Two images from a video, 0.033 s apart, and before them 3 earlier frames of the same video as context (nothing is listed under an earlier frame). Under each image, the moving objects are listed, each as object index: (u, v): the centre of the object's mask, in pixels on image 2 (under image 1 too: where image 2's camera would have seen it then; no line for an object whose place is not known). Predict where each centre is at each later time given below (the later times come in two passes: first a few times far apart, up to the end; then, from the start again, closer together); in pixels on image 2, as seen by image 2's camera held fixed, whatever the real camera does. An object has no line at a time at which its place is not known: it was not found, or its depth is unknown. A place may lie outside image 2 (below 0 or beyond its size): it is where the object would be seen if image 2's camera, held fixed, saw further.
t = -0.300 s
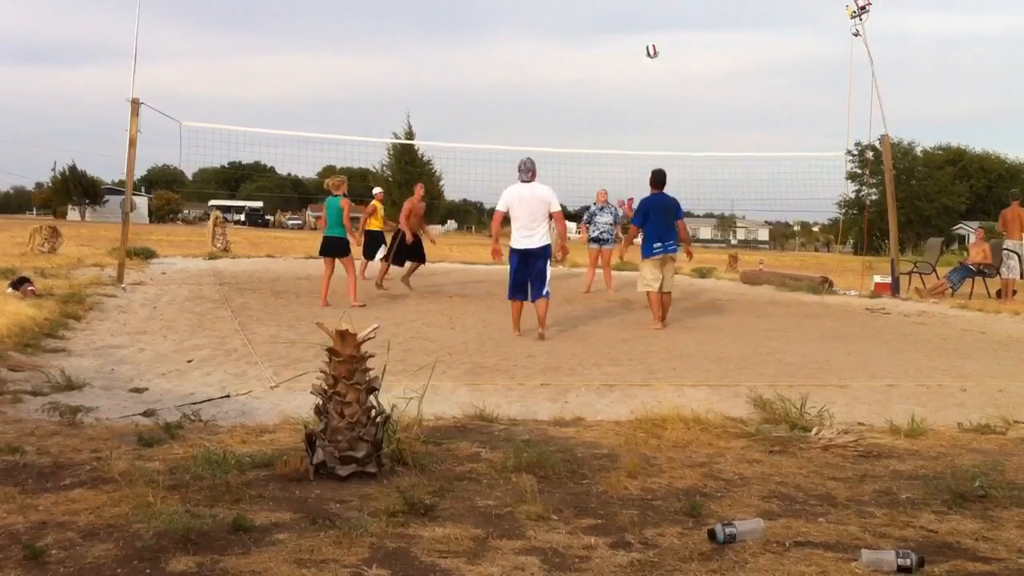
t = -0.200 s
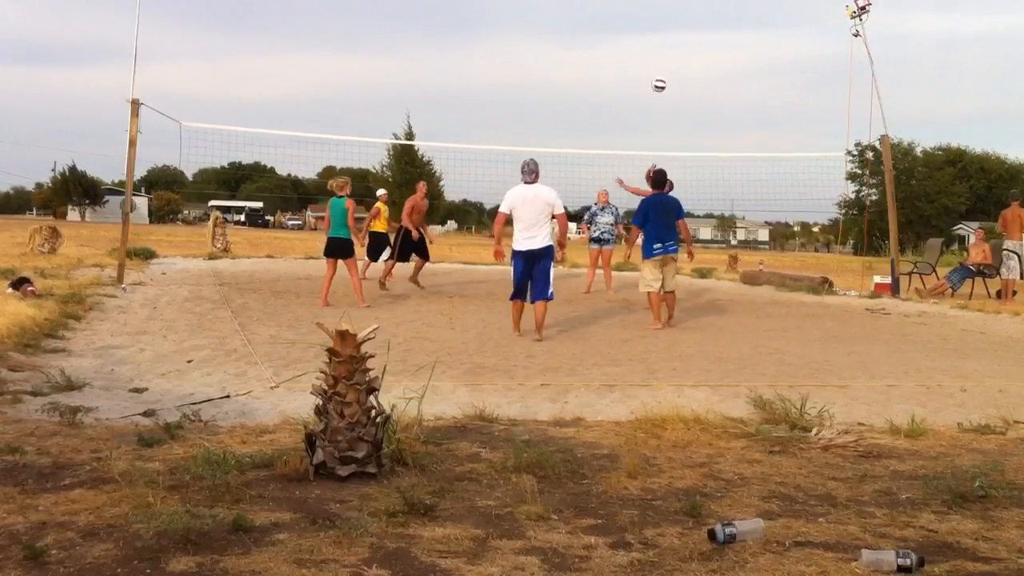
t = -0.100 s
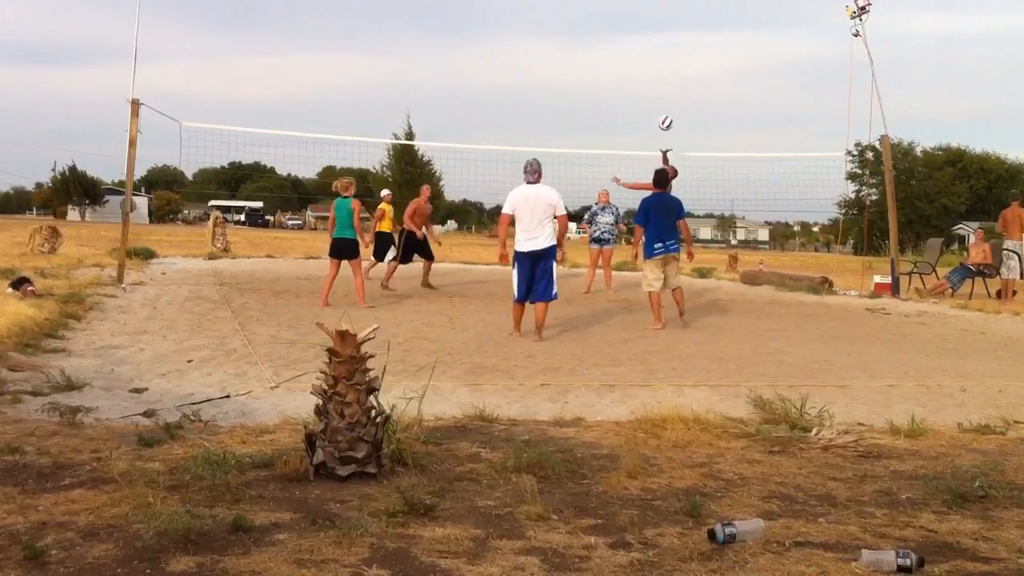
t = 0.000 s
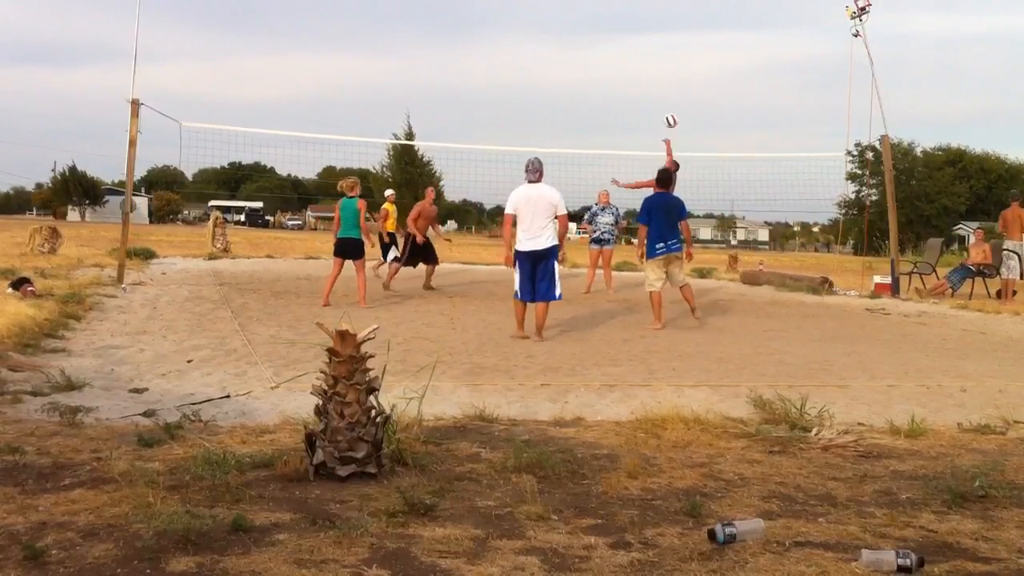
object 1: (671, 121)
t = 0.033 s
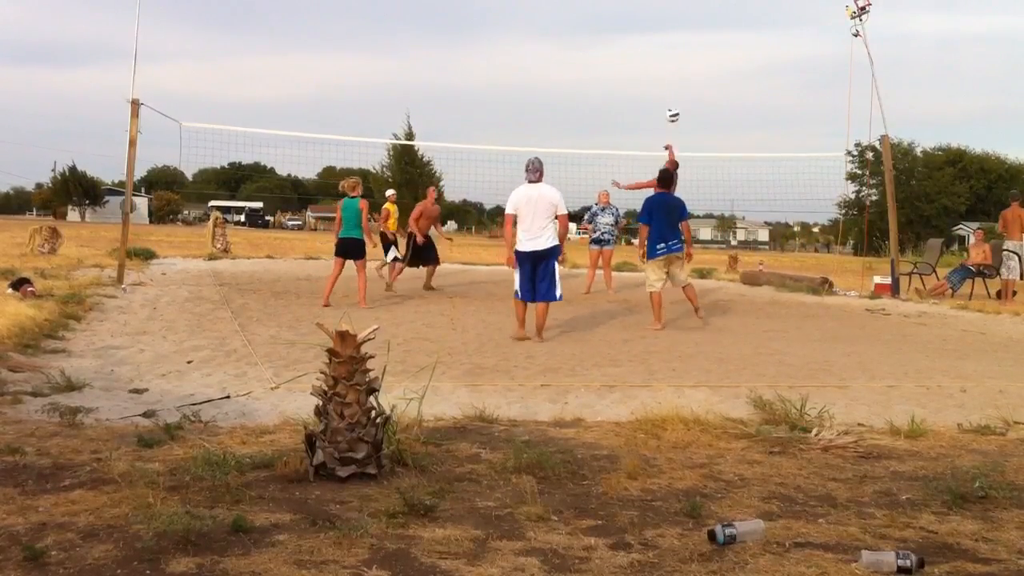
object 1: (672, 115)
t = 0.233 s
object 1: (679, 100)
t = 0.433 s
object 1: (686, 113)
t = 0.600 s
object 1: (690, 143)
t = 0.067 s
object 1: (673, 110)
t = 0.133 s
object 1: (676, 104)
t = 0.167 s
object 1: (677, 101)
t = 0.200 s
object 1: (679, 101)
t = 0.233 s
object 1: (679, 100)
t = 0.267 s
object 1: (681, 101)
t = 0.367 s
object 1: (684, 107)
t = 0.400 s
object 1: (685, 109)
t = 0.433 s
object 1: (686, 113)
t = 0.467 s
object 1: (687, 118)
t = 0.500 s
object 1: (688, 124)
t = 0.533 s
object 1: (688, 129)
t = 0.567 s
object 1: (689, 136)
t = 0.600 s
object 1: (690, 143)
